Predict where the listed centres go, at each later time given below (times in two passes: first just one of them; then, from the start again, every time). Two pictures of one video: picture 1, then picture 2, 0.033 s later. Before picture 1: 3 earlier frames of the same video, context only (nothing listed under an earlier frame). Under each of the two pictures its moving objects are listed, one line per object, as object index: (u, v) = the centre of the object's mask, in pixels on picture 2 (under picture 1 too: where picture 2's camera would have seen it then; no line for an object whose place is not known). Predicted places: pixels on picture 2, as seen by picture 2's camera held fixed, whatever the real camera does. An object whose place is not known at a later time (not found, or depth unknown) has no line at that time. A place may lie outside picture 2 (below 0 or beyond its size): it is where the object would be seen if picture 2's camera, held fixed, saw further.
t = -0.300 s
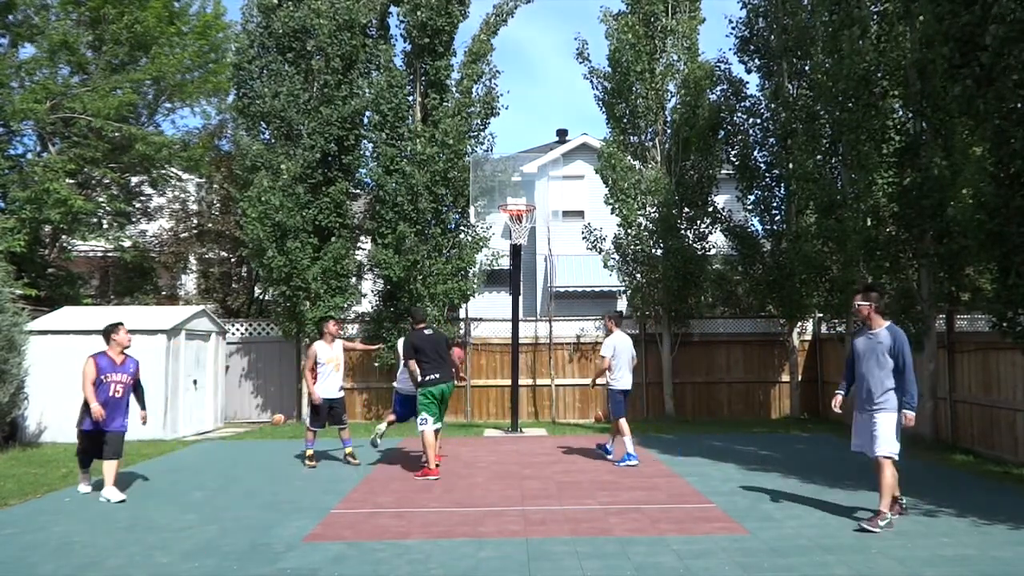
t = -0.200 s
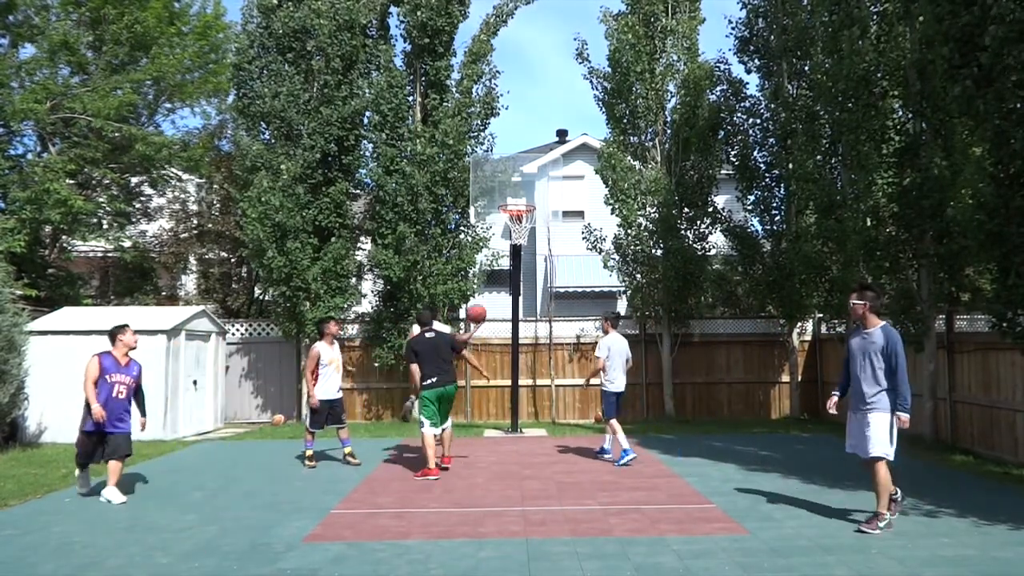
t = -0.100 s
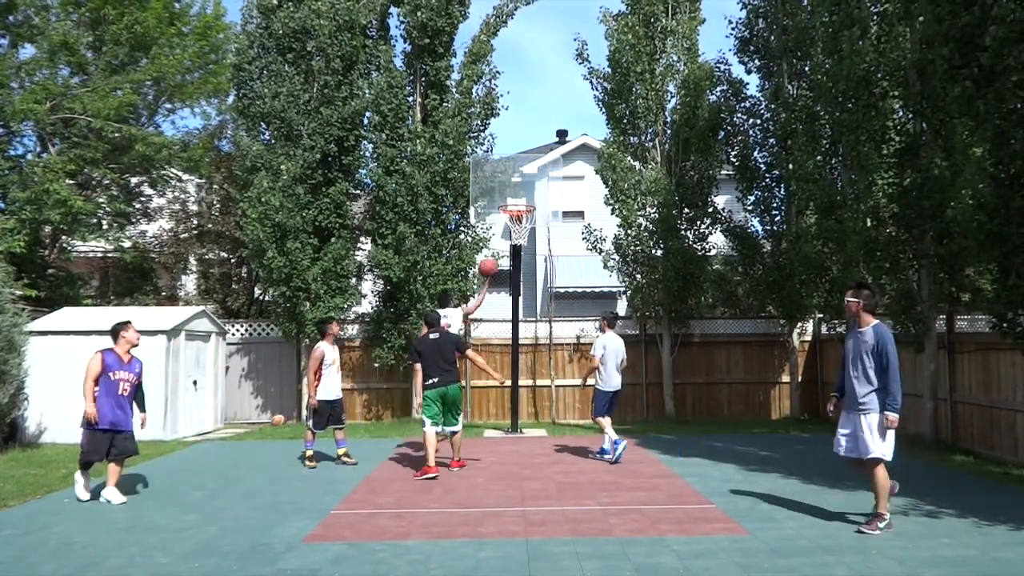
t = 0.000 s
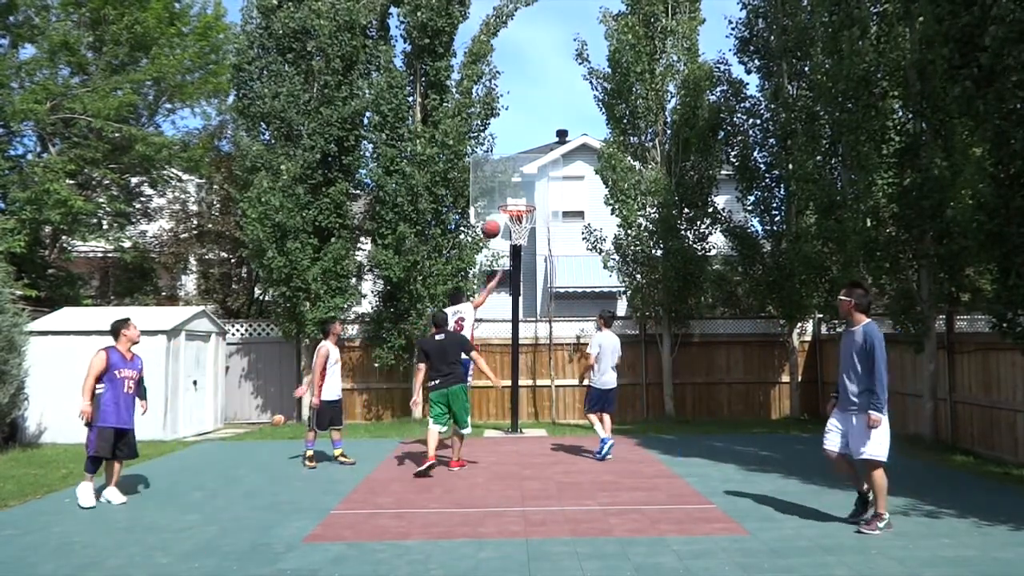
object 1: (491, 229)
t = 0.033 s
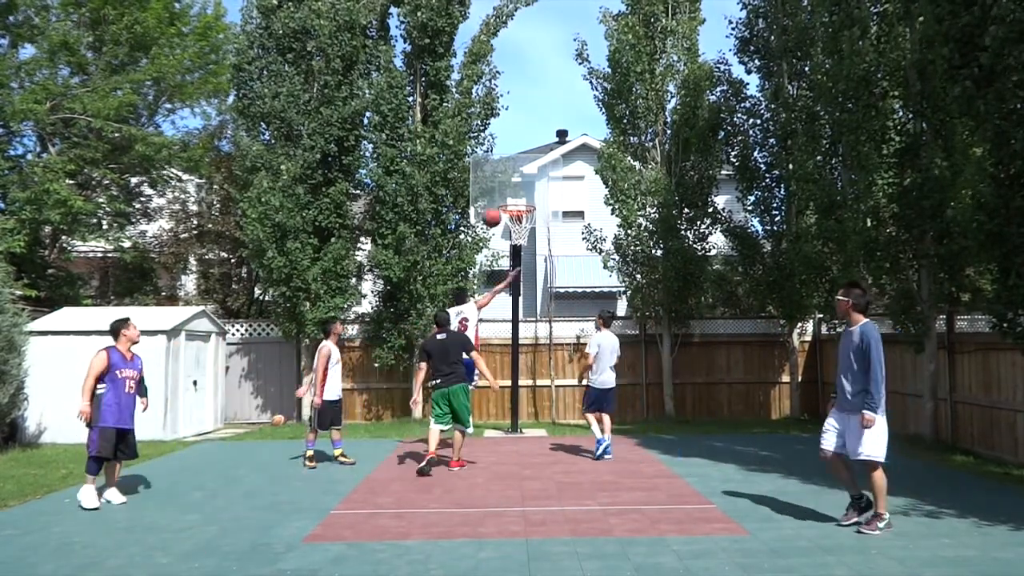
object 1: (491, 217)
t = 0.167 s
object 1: (495, 182)
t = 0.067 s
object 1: (492, 208)
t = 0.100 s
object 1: (493, 197)
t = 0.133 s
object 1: (495, 189)
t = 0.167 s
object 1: (495, 182)
